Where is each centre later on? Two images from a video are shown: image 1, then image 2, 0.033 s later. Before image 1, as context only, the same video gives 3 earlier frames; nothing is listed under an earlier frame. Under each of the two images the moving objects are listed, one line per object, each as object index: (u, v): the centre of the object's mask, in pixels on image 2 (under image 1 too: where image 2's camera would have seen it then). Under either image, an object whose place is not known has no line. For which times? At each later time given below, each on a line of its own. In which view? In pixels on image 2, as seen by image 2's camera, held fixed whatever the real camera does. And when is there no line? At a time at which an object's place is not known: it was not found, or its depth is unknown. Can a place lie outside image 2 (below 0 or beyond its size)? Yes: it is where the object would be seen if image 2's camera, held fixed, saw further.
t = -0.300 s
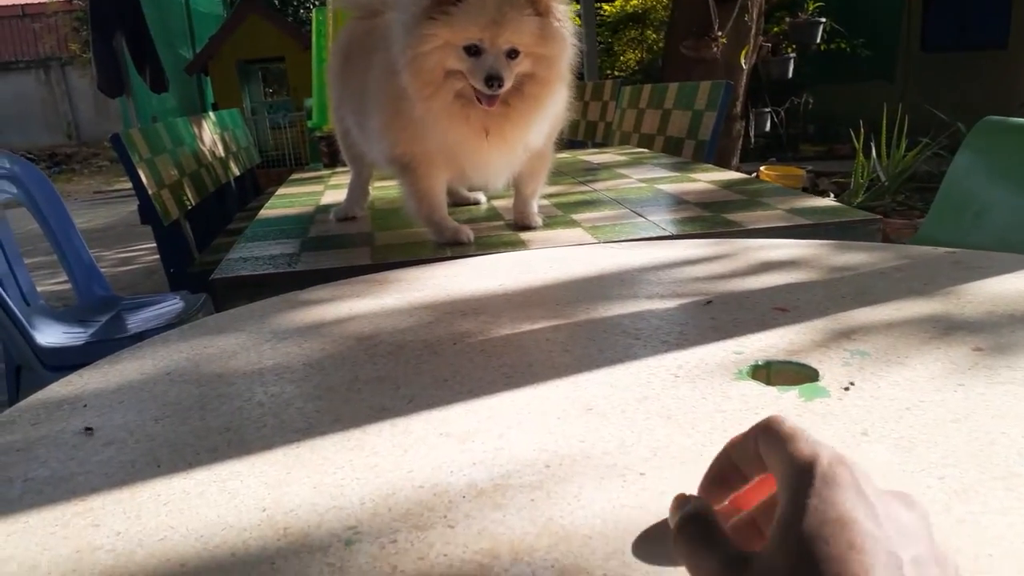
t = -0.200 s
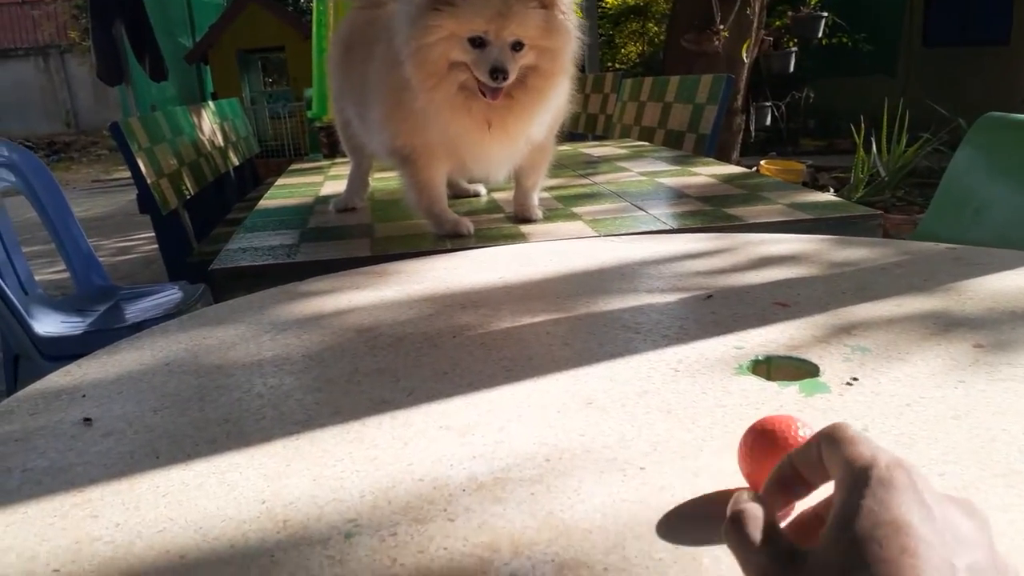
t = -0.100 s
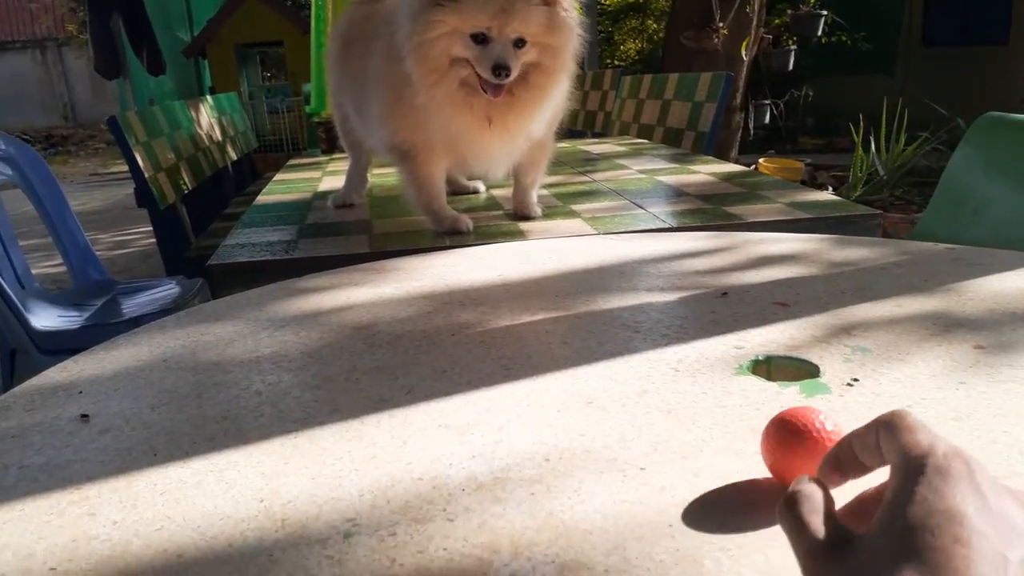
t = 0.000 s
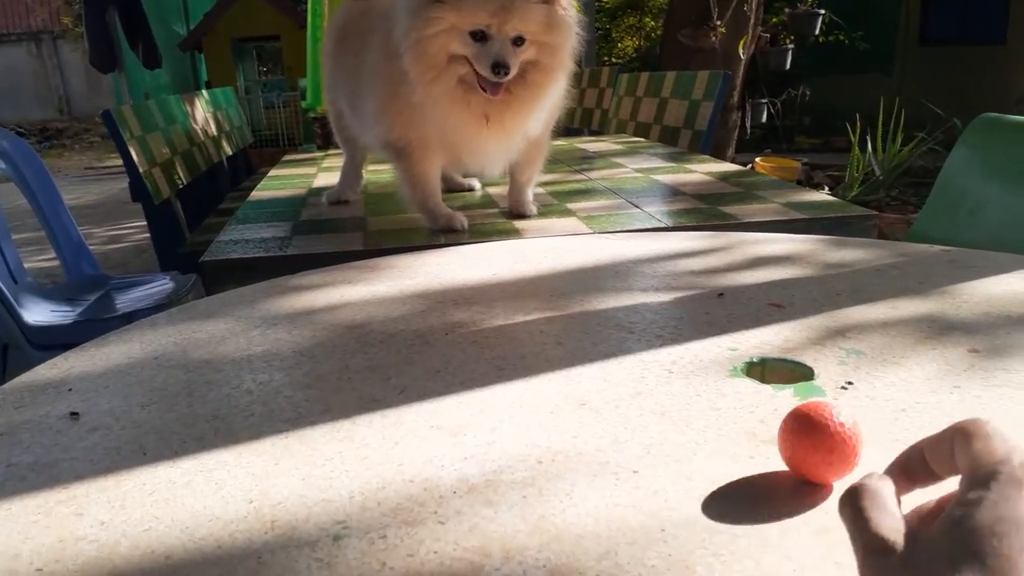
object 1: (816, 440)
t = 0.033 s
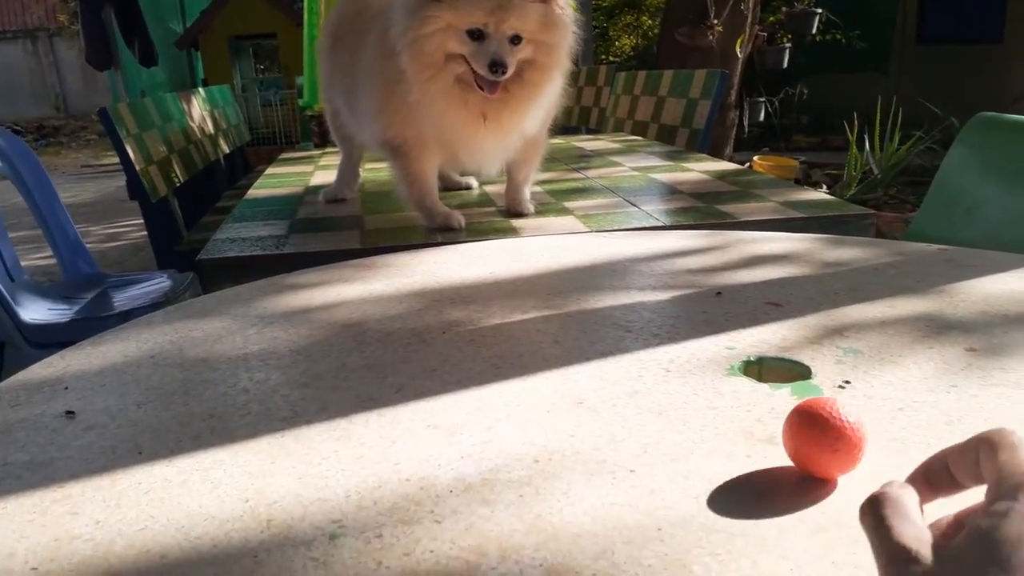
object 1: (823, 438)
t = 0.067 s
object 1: (831, 434)
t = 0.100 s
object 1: (837, 431)
